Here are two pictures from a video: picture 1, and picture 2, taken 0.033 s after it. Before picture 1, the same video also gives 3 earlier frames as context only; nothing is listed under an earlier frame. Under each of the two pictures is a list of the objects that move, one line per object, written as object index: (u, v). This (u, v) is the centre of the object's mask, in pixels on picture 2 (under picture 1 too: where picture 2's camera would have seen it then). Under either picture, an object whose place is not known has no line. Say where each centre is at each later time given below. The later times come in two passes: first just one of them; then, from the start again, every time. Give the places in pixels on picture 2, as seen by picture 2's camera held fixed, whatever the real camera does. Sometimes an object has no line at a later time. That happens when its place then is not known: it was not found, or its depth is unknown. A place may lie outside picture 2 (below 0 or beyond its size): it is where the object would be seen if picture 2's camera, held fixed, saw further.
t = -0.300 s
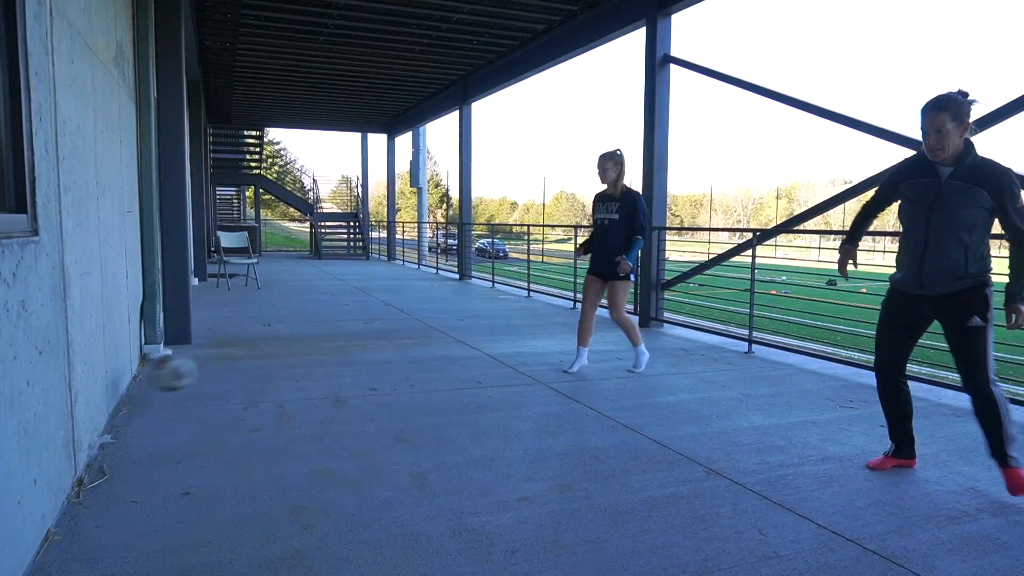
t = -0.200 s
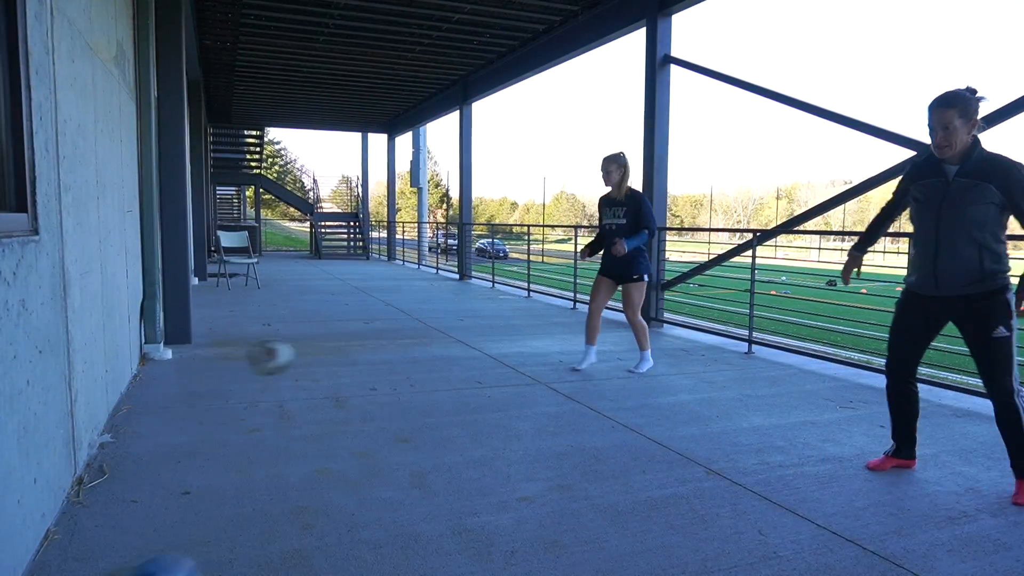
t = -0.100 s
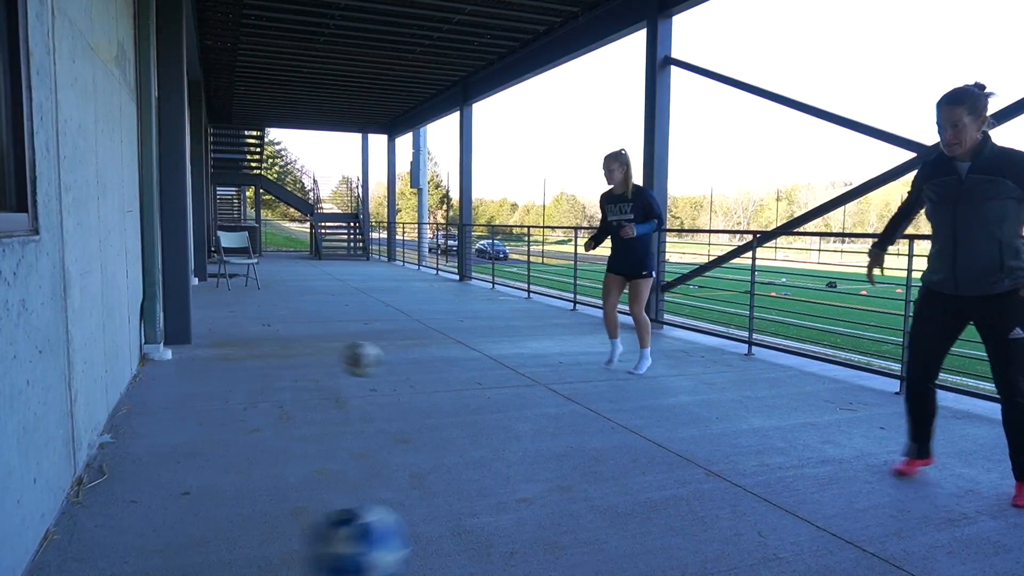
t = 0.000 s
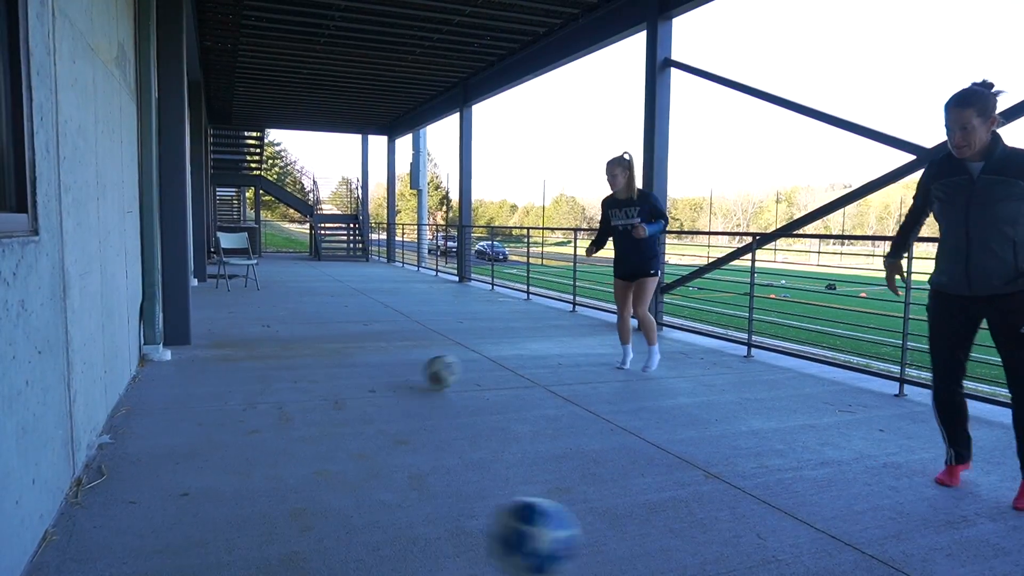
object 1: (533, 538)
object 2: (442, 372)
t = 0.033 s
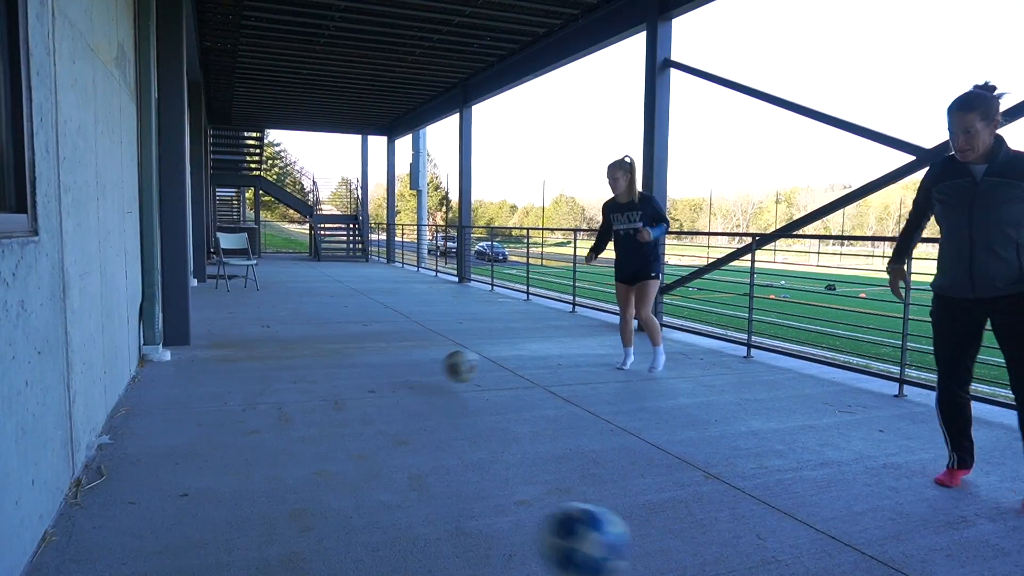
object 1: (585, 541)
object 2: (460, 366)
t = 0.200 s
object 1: (766, 515)
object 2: (552, 360)
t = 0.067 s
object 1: (634, 546)
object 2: (479, 361)
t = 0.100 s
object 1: (679, 551)
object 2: (499, 358)
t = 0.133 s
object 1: (711, 542)
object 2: (515, 358)
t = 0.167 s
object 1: (739, 528)
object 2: (534, 358)
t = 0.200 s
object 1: (766, 515)
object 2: (552, 360)
